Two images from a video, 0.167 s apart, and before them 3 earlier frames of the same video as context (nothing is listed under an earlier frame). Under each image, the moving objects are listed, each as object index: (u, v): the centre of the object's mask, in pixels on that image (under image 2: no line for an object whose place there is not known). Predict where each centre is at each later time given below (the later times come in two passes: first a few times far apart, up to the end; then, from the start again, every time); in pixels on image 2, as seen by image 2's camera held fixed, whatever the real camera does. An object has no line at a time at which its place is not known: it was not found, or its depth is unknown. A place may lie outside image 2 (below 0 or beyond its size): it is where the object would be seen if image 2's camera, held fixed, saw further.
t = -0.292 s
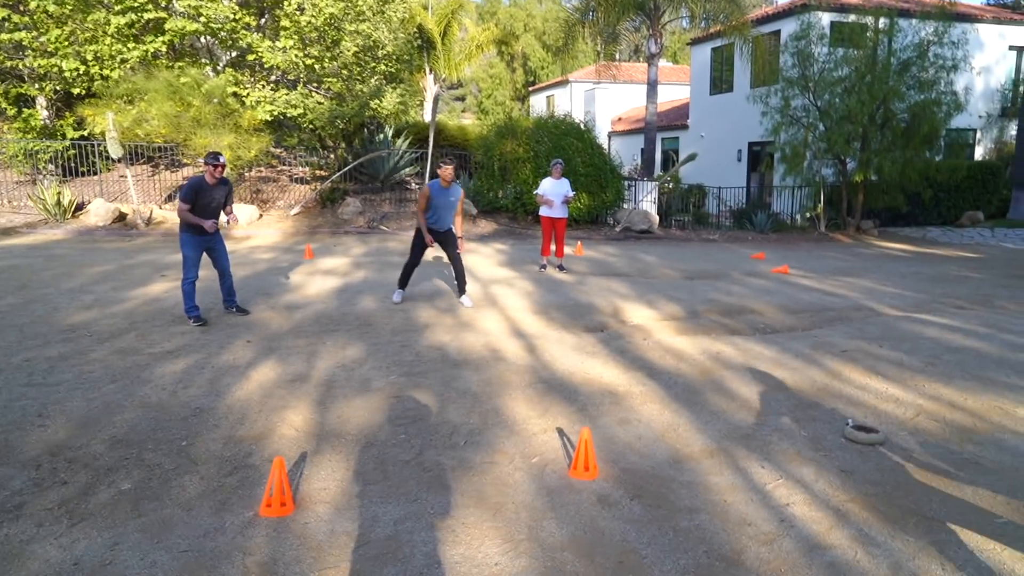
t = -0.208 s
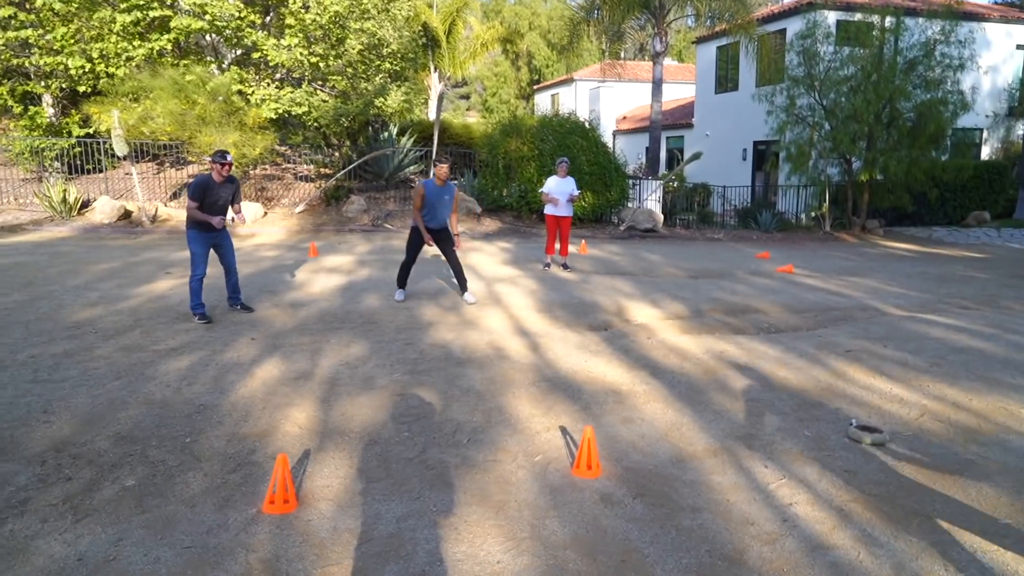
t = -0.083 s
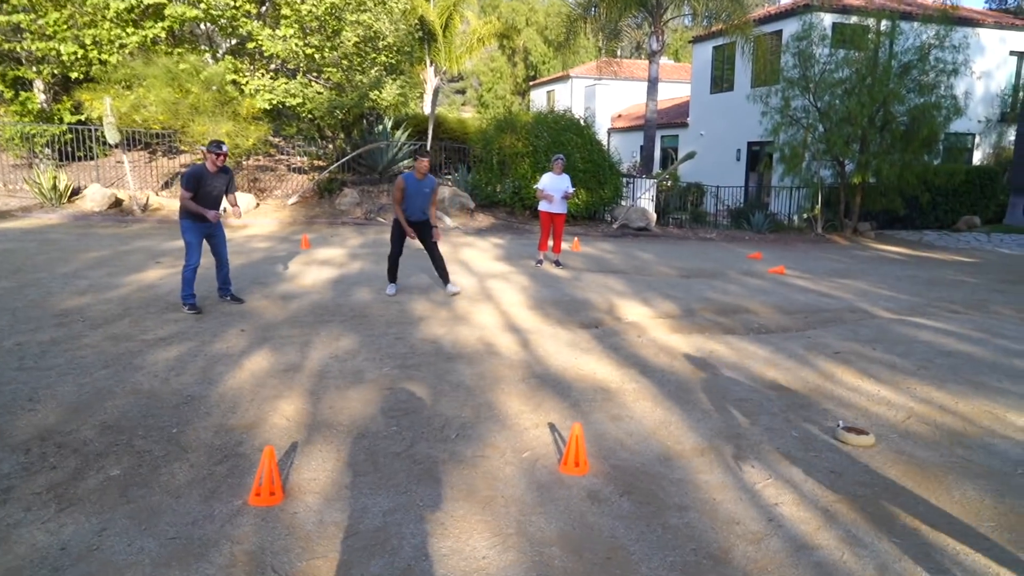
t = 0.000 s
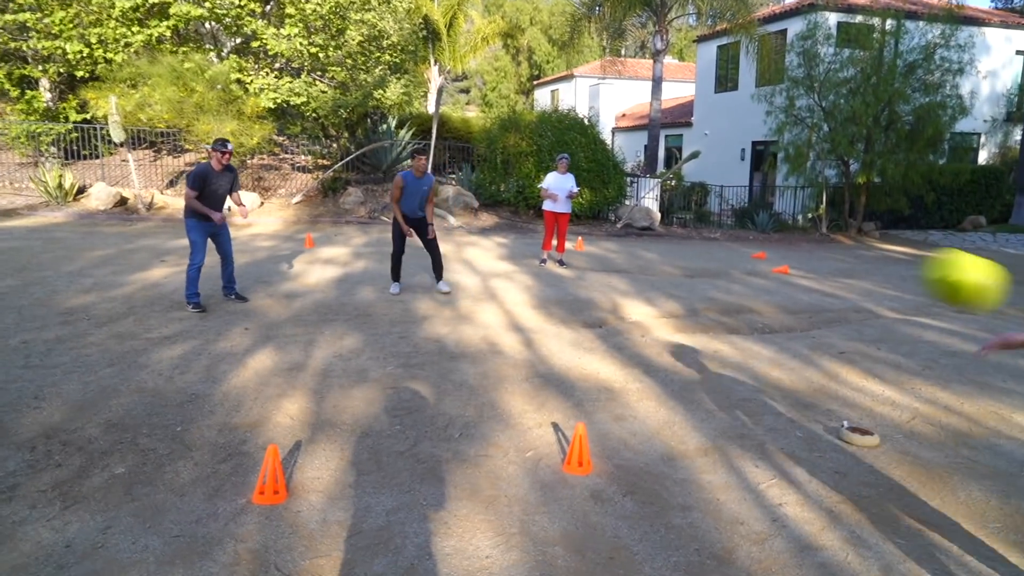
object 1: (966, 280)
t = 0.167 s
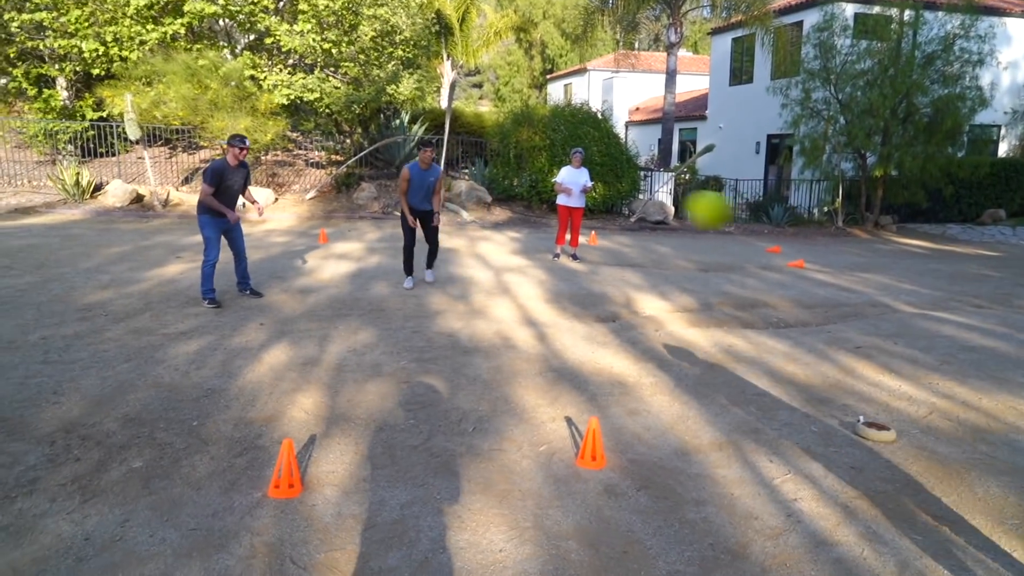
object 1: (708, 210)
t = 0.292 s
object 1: (591, 208)
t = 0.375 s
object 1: (535, 217)
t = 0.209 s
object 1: (665, 208)
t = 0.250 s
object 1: (622, 206)
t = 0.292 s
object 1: (591, 208)
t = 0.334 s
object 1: (562, 212)
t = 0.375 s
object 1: (535, 217)
